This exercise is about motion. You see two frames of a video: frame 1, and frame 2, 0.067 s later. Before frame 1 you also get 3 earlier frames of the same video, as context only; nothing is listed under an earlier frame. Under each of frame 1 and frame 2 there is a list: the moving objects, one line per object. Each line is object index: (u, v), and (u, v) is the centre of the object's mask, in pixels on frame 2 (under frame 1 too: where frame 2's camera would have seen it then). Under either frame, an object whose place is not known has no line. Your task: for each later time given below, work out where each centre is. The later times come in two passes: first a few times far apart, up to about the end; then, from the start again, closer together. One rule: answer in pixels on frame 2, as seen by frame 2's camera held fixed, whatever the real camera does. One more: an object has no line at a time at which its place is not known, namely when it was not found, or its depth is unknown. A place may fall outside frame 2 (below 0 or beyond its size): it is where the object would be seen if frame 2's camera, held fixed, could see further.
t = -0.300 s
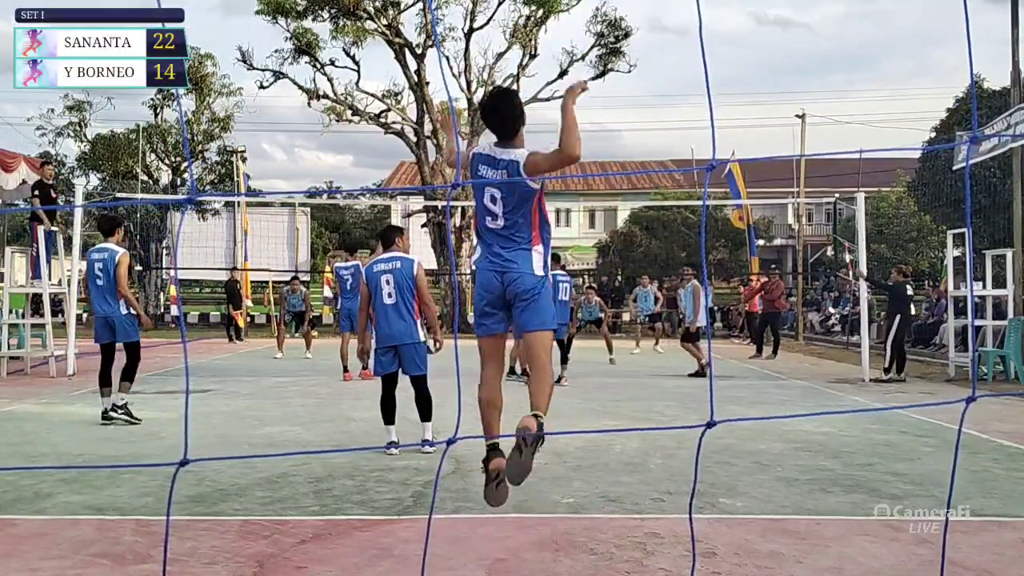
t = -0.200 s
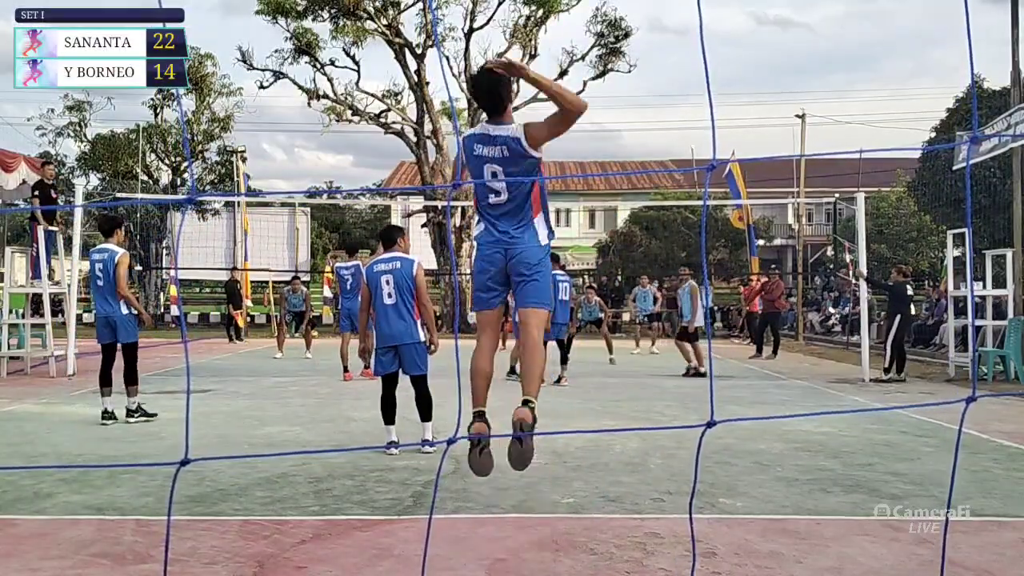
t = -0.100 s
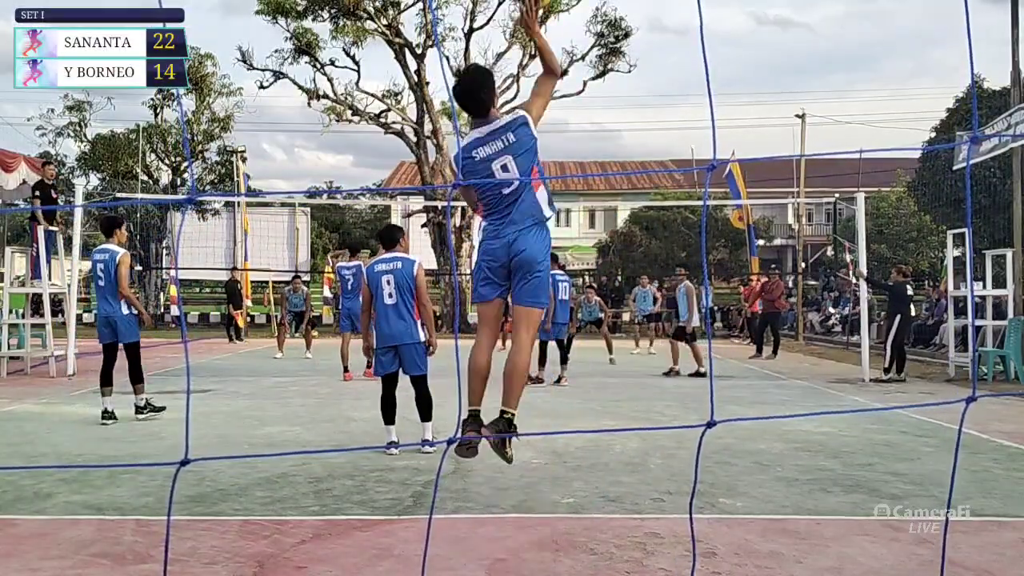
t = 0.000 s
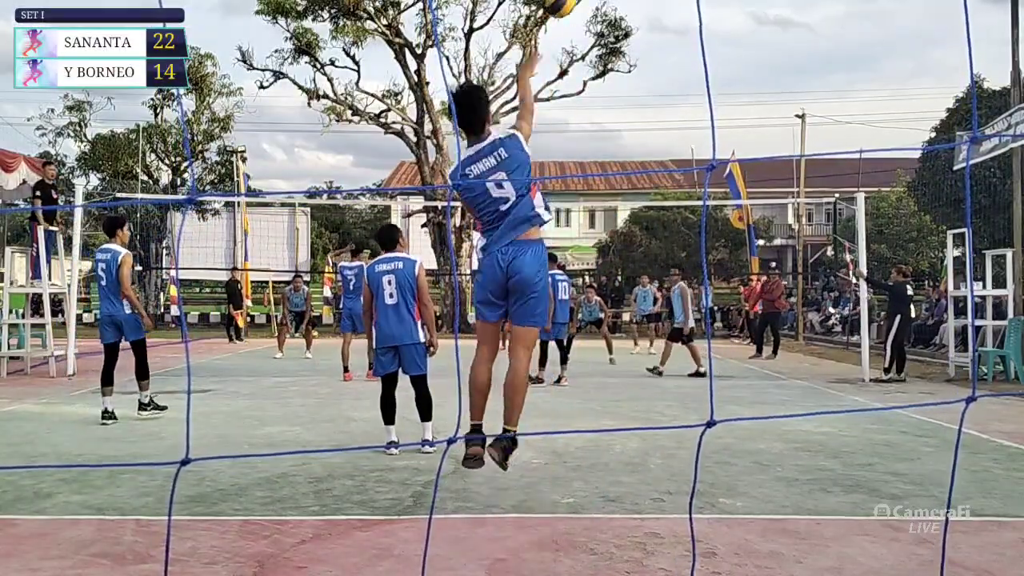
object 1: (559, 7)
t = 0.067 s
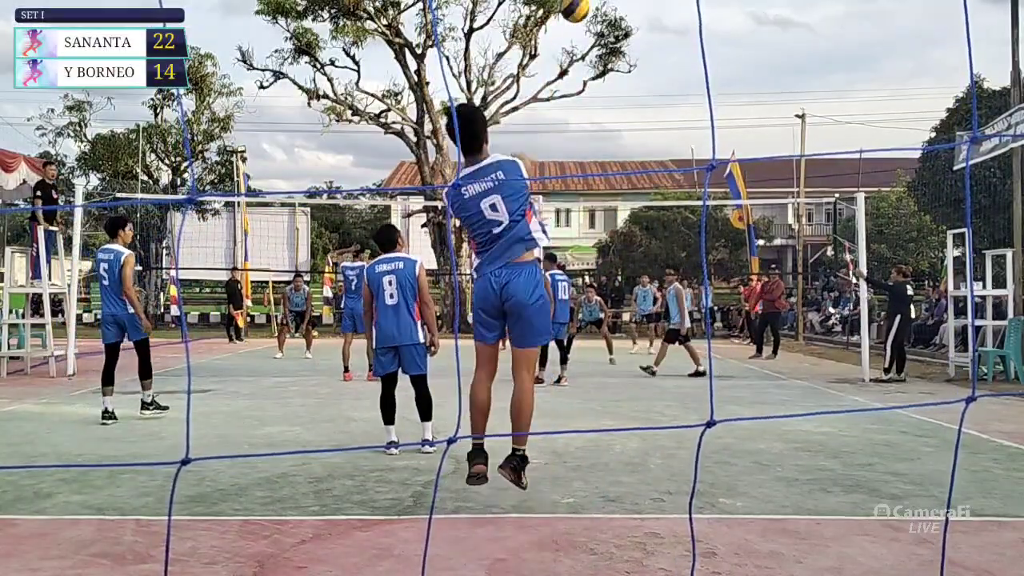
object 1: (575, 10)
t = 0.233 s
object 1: (605, 36)
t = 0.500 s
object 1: (633, 91)
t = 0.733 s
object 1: (639, 151)
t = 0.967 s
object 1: (639, 221)
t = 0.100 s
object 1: (583, 12)
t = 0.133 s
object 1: (588, 17)
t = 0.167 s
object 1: (595, 23)
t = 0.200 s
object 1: (601, 29)
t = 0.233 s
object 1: (605, 36)
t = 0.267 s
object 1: (610, 42)
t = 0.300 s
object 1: (614, 50)
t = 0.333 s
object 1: (618, 57)
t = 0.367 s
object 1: (622, 63)
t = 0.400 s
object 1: (625, 70)
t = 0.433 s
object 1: (628, 77)
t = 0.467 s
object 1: (631, 84)
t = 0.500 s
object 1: (633, 91)
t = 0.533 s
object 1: (635, 98)
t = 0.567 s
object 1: (637, 106)
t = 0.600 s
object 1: (637, 114)
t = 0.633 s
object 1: (638, 122)
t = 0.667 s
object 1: (639, 132)
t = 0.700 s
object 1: (639, 141)
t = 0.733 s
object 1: (639, 151)
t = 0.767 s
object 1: (639, 160)
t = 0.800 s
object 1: (640, 169)
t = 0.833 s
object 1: (640, 181)
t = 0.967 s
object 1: (639, 221)
